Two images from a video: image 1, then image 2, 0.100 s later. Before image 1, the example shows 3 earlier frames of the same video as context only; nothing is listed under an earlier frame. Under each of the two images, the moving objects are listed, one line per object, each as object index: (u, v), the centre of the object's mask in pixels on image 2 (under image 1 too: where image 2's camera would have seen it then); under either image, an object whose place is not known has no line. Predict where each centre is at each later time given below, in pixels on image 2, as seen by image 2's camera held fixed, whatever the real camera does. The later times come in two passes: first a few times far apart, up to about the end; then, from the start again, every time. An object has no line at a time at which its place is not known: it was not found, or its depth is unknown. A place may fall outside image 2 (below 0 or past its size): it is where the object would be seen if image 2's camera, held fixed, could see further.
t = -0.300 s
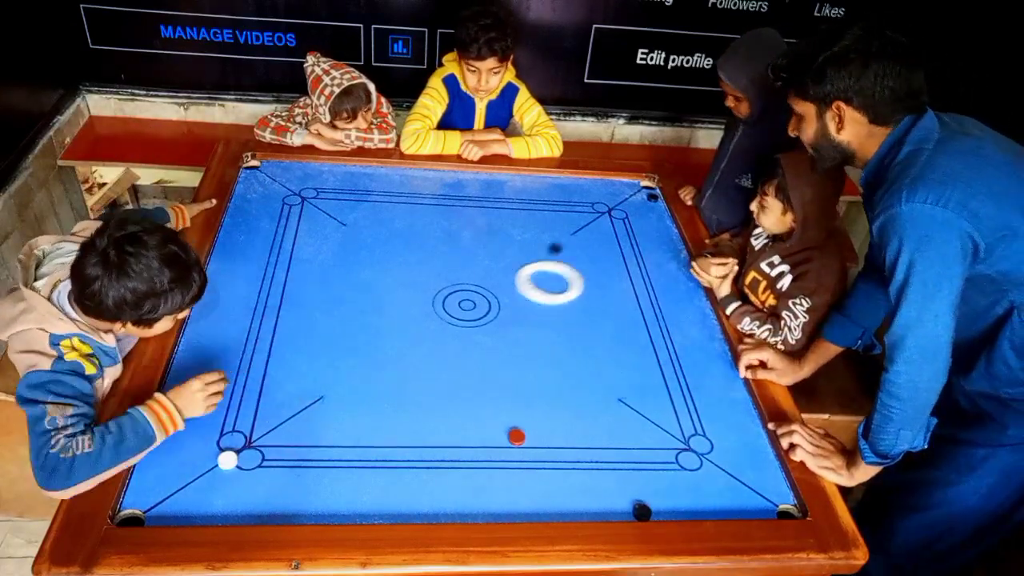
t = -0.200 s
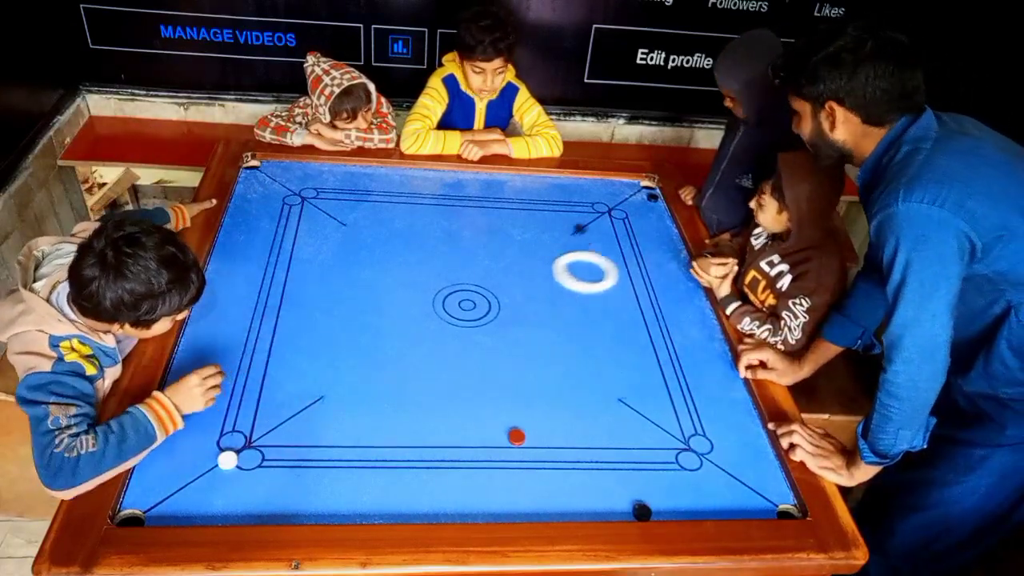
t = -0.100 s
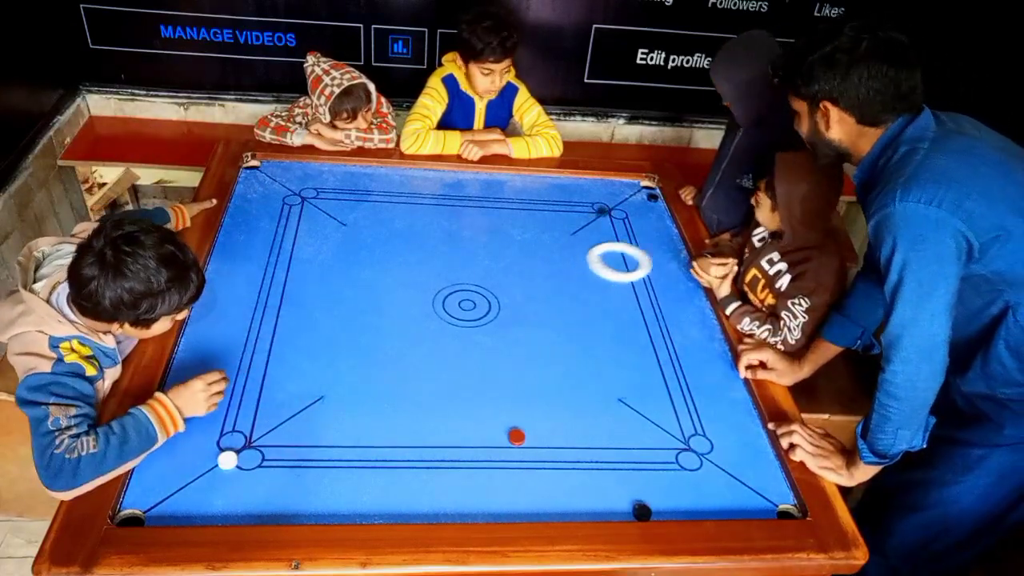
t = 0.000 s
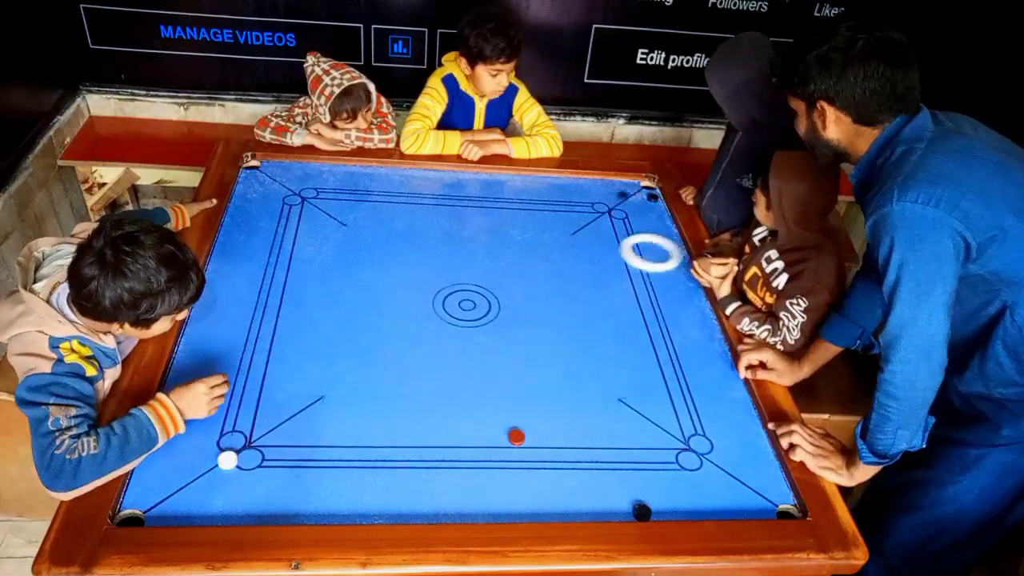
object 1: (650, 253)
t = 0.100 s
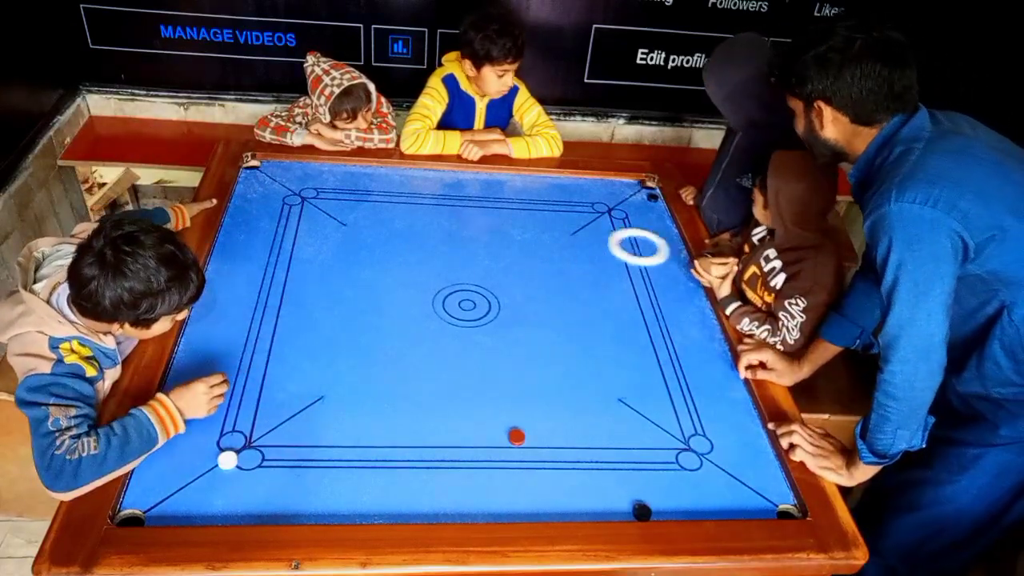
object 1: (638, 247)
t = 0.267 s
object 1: (592, 240)
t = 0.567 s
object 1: (513, 228)
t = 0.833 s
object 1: (449, 219)
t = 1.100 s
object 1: (388, 210)
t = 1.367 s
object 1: (330, 202)
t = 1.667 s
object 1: (270, 195)
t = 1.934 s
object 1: (293, 198)
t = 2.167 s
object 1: (323, 202)
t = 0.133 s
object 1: (629, 246)
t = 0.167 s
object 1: (619, 244)
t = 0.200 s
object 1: (610, 243)
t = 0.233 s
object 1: (601, 241)
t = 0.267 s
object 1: (592, 240)
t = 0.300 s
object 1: (582, 238)
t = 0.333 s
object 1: (573, 237)
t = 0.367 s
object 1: (565, 236)
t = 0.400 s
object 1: (556, 234)
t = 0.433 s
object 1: (547, 233)
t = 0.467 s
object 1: (538, 232)
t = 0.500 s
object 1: (530, 231)
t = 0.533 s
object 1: (522, 229)
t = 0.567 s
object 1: (513, 228)
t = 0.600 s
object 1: (505, 227)
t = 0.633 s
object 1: (497, 226)
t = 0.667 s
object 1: (489, 224)
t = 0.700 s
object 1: (481, 223)
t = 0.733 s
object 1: (472, 222)
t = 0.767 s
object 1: (465, 221)
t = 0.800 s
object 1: (456, 220)
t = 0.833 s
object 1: (449, 219)
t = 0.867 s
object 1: (441, 217)
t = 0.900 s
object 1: (433, 216)
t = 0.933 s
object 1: (425, 215)
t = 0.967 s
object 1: (418, 214)
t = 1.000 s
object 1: (410, 213)
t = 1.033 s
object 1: (402, 212)
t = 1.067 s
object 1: (395, 211)
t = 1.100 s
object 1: (388, 210)
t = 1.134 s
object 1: (380, 209)
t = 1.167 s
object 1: (373, 208)
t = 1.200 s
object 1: (366, 207)
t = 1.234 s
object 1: (358, 206)
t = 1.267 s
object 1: (351, 205)
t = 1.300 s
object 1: (344, 204)
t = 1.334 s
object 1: (337, 203)
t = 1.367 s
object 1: (330, 202)
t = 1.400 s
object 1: (323, 201)
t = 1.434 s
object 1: (316, 201)
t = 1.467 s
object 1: (309, 200)
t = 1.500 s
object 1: (303, 199)
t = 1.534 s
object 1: (296, 198)
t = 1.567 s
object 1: (289, 197)
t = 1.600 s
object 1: (283, 197)
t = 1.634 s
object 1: (277, 196)
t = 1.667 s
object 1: (270, 195)
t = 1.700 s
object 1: (264, 195)
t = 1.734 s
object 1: (264, 195)
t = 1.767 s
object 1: (269, 195)
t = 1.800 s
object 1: (274, 196)
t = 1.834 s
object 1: (279, 197)
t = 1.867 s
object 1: (284, 197)
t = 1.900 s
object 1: (289, 197)
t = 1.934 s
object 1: (293, 198)
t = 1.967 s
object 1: (298, 199)
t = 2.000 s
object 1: (302, 199)
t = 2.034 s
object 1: (307, 200)
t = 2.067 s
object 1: (311, 200)
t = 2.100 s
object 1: (315, 201)
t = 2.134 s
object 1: (319, 201)
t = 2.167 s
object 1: (323, 202)
